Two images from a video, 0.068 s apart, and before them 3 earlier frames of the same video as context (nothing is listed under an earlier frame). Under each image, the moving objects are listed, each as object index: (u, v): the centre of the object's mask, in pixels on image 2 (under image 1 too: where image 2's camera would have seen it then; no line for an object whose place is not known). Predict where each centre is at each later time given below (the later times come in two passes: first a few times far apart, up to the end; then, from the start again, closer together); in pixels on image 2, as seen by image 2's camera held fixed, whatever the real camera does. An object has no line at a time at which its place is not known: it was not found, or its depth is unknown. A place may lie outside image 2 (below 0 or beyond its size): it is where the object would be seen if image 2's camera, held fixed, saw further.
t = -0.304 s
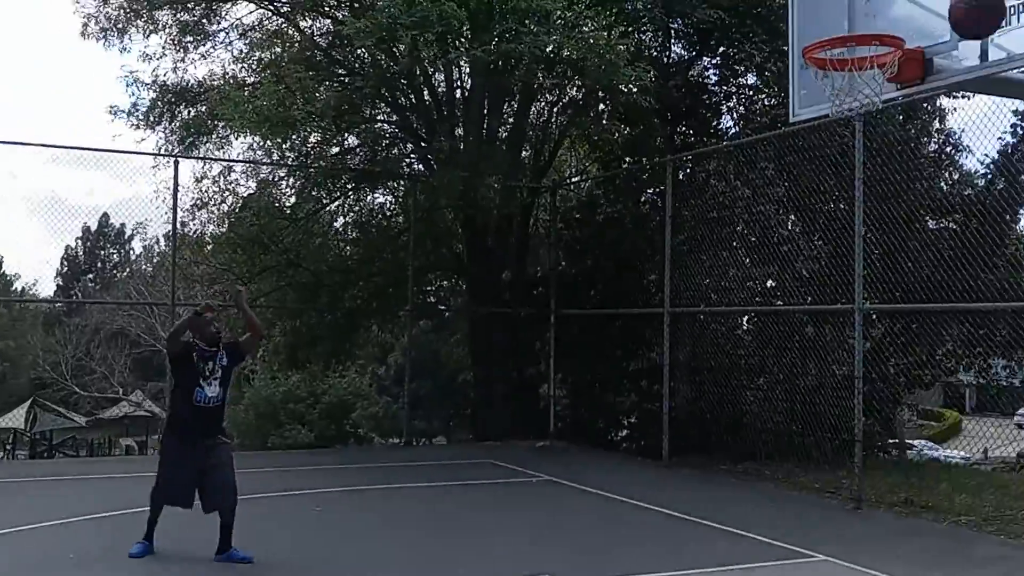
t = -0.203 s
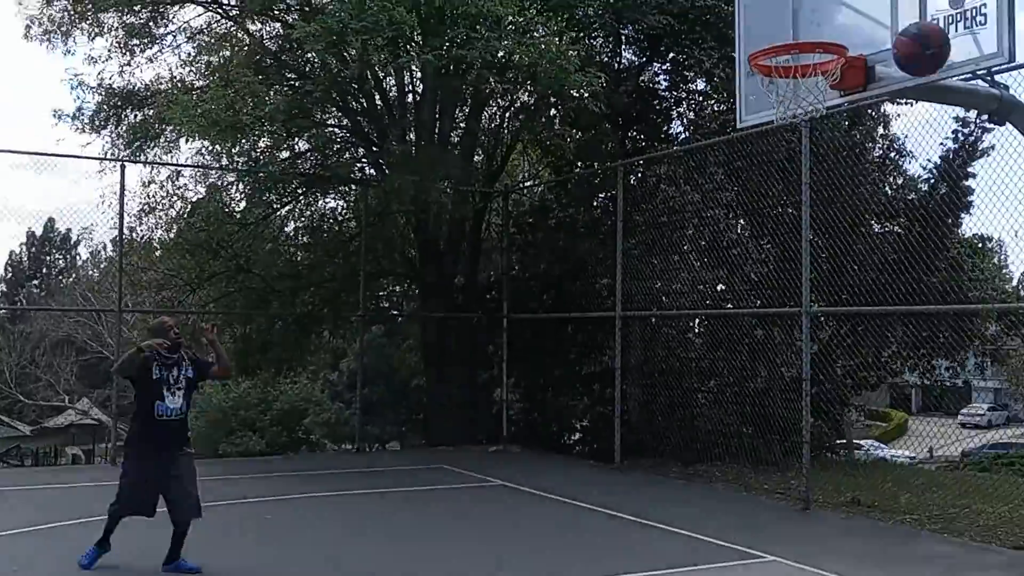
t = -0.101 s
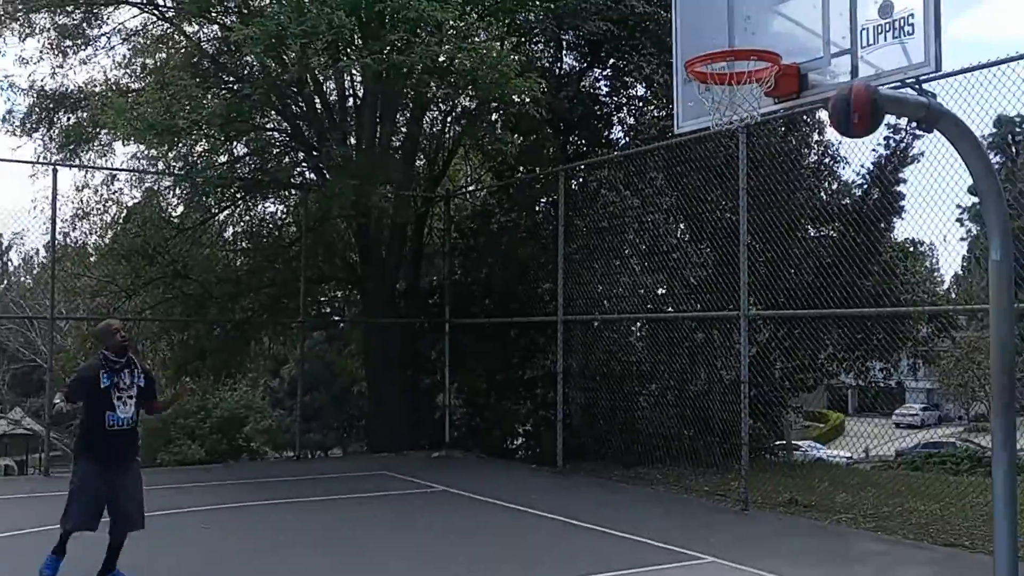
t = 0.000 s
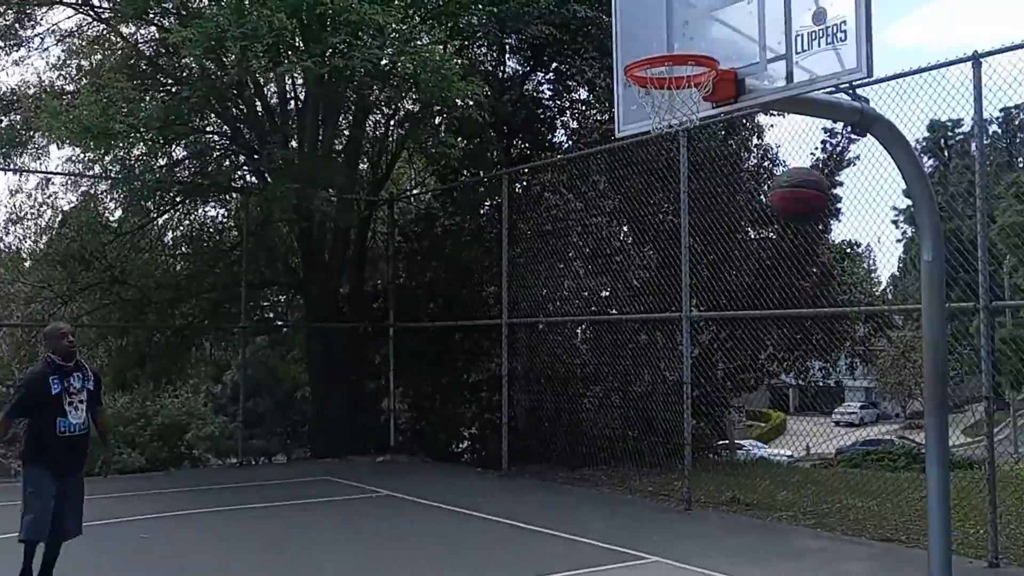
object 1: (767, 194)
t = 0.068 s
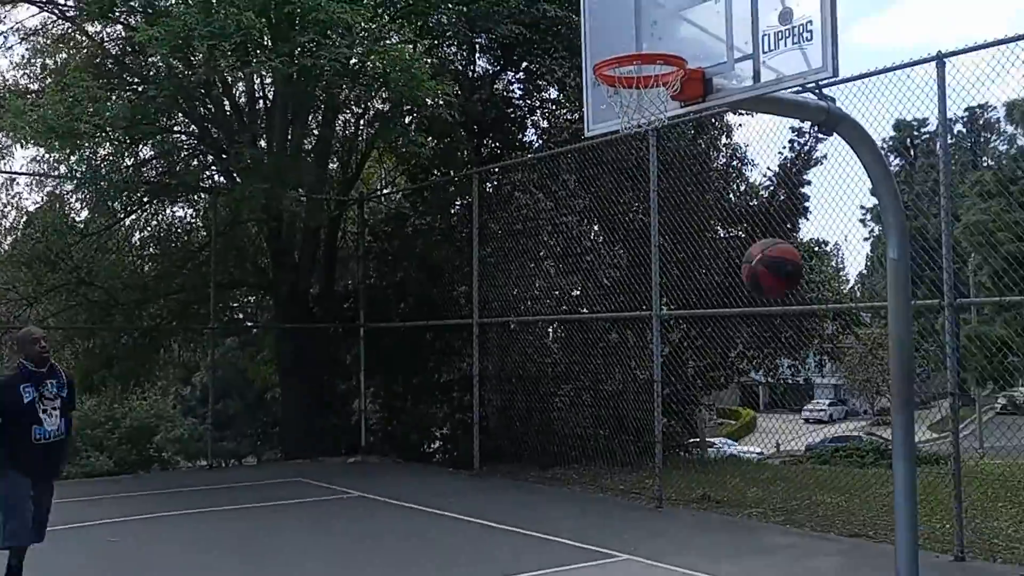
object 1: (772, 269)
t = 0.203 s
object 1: (786, 476)
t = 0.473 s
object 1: (823, 569)
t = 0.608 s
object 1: (845, 386)
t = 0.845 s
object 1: (906, 158)
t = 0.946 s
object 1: (940, 104)
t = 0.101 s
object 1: (775, 313)
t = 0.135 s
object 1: (778, 361)
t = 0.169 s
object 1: (781, 415)
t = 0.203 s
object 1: (786, 476)
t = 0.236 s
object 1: (789, 542)
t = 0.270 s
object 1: (796, 588)
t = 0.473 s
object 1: (823, 569)
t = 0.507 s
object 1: (827, 520)
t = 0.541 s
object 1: (832, 472)
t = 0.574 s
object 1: (838, 427)
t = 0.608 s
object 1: (845, 386)
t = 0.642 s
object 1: (853, 345)
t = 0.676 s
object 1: (861, 308)
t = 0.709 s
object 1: (869, 272)
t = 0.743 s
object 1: (877, 240)
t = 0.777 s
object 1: (886, 209)
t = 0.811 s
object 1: (896, 182)
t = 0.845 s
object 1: (906, 158)
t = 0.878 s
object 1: (918, 137)
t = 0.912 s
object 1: (929, 119)
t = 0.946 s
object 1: (940, 104)
